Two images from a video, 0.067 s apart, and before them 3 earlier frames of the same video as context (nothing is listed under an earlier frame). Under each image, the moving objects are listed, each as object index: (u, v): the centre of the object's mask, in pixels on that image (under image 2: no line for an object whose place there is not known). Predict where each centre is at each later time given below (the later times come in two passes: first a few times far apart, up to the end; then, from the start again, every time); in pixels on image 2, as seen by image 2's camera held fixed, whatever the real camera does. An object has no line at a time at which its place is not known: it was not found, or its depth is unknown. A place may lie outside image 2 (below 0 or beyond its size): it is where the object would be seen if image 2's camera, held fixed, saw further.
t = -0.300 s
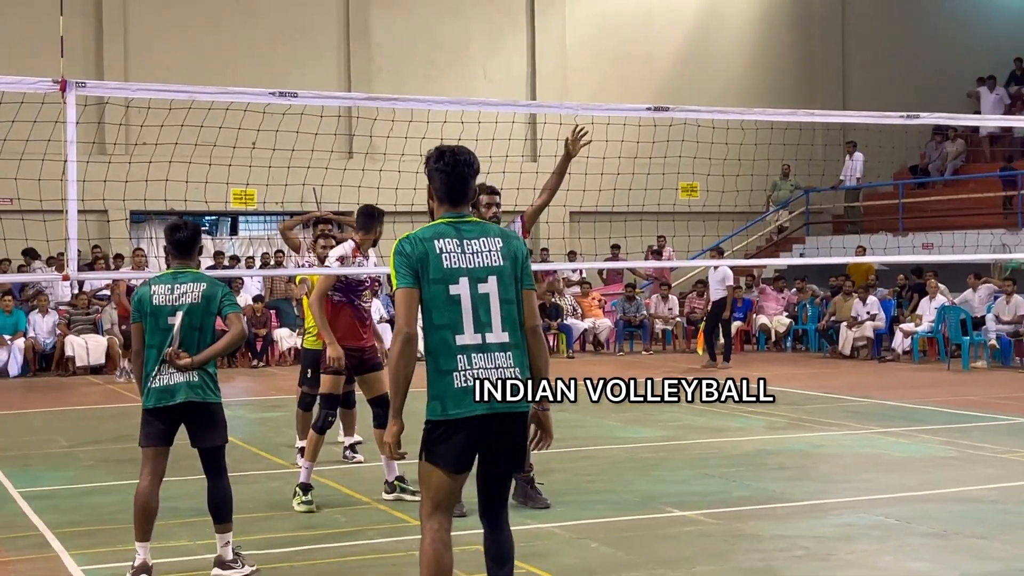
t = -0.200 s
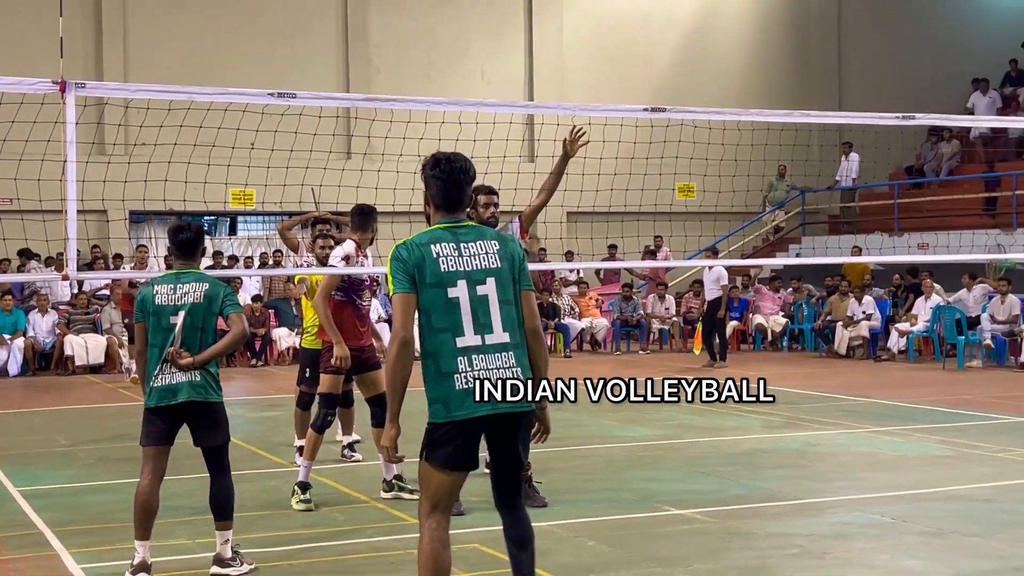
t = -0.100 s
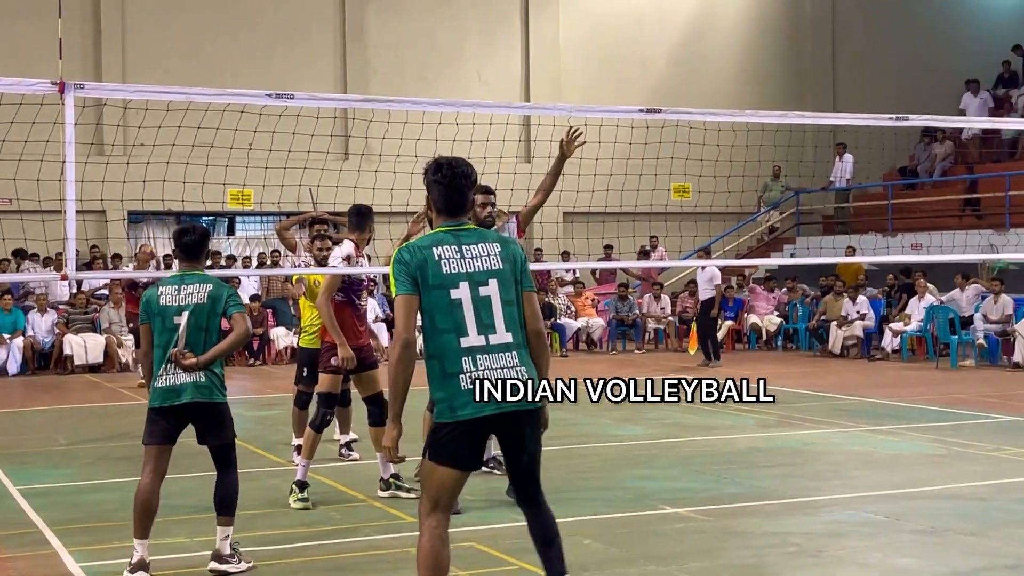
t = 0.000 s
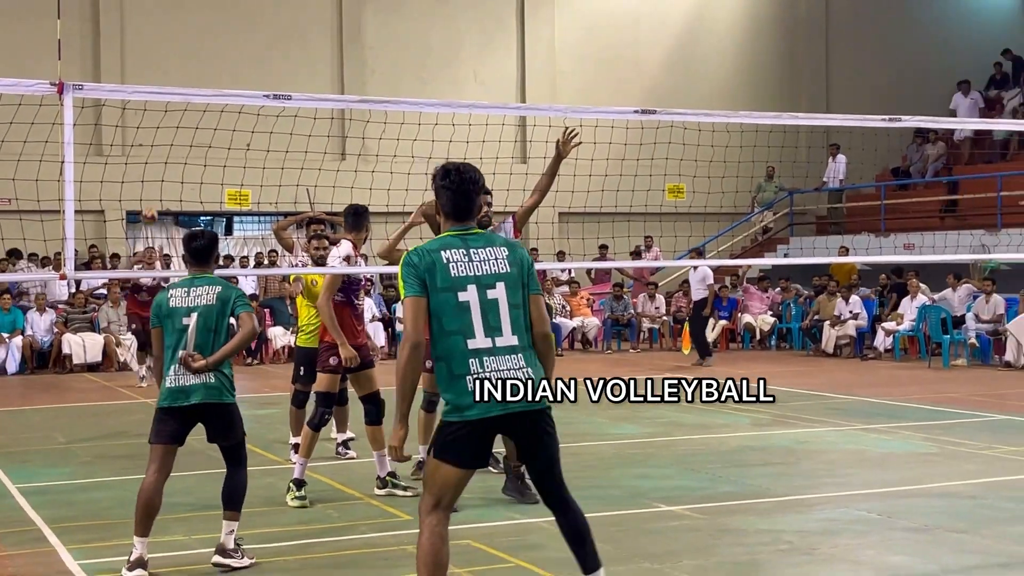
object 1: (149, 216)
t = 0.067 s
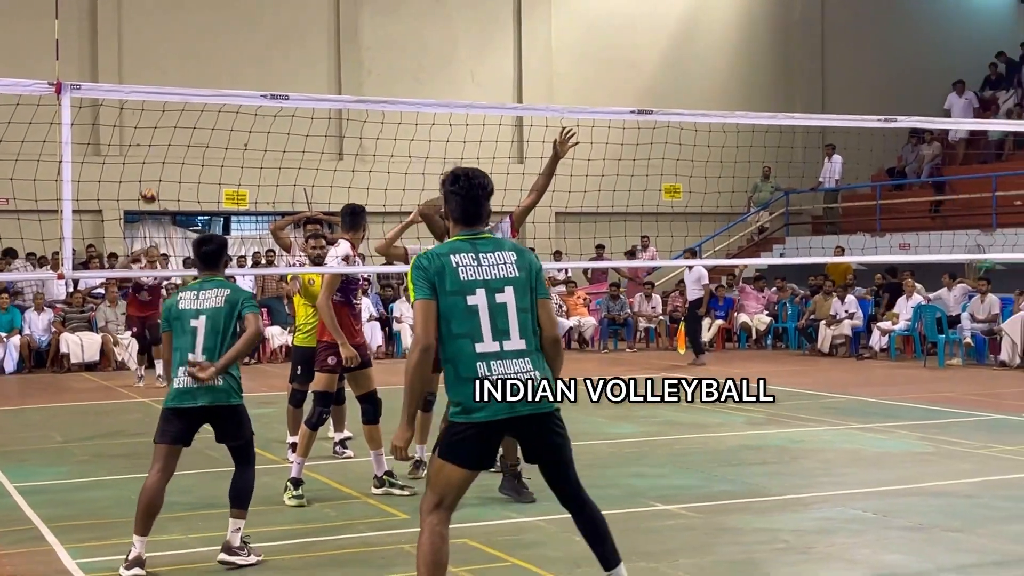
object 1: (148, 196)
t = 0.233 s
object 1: (155, 160)
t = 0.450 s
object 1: (163, 146)
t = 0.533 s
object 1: (167, 151)
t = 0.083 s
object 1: (149, 191)
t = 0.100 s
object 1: (150, 188)
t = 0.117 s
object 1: (150, 183)
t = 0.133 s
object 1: (152, 179)
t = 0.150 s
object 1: (152, 175)
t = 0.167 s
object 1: (153, 171)
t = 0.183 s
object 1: (153, 168)
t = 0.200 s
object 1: (154, 165)
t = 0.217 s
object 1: (155, 162)
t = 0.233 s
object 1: (155, 160)
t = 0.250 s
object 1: (155, 157)
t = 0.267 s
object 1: (156, 155)
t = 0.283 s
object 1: (157, 153)
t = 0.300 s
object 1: (157, 151)
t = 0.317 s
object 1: (158, 150)
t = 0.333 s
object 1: (159, 148)
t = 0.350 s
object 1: (159, 147)
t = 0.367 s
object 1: (160, 146)
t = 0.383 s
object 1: (160, 146)
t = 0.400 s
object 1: (161, 146)
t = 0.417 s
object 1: (161, 146)
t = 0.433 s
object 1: (162, 146)
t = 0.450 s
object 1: (163, 146)
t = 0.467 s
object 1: (164, 147)
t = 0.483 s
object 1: (164, 147)
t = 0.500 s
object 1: (165, 148)
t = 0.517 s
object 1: (165, 150)
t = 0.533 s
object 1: (167, 151)
